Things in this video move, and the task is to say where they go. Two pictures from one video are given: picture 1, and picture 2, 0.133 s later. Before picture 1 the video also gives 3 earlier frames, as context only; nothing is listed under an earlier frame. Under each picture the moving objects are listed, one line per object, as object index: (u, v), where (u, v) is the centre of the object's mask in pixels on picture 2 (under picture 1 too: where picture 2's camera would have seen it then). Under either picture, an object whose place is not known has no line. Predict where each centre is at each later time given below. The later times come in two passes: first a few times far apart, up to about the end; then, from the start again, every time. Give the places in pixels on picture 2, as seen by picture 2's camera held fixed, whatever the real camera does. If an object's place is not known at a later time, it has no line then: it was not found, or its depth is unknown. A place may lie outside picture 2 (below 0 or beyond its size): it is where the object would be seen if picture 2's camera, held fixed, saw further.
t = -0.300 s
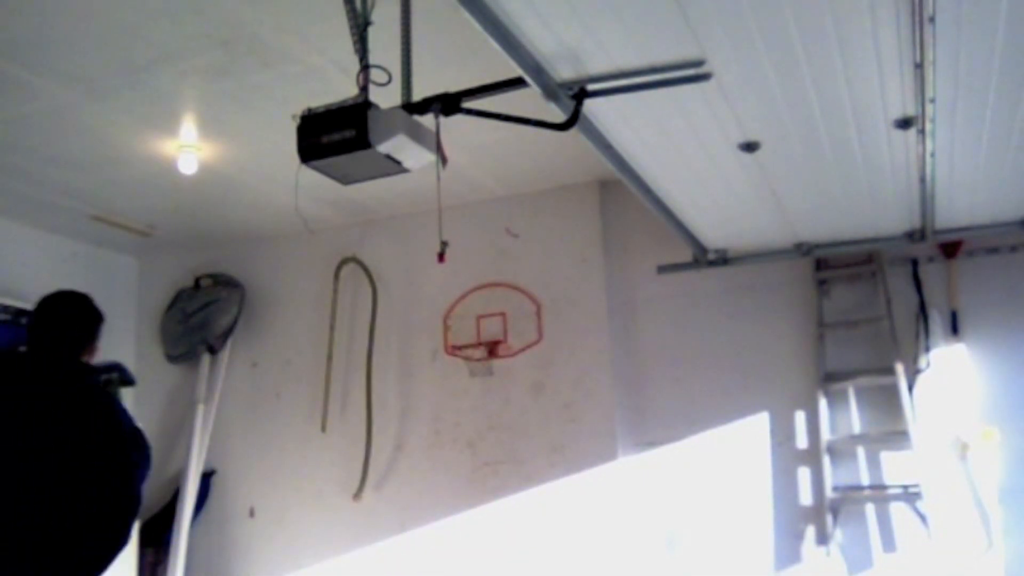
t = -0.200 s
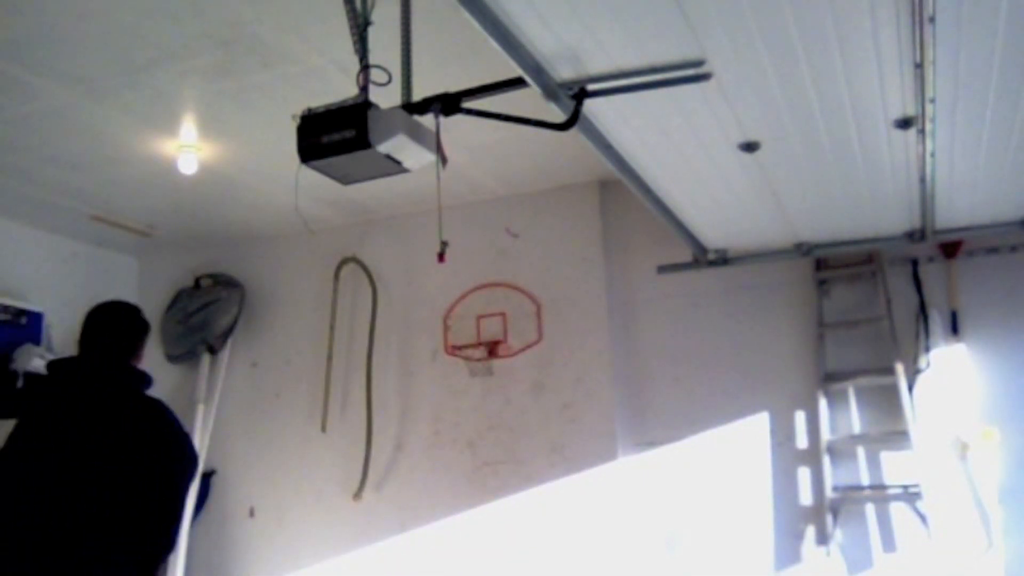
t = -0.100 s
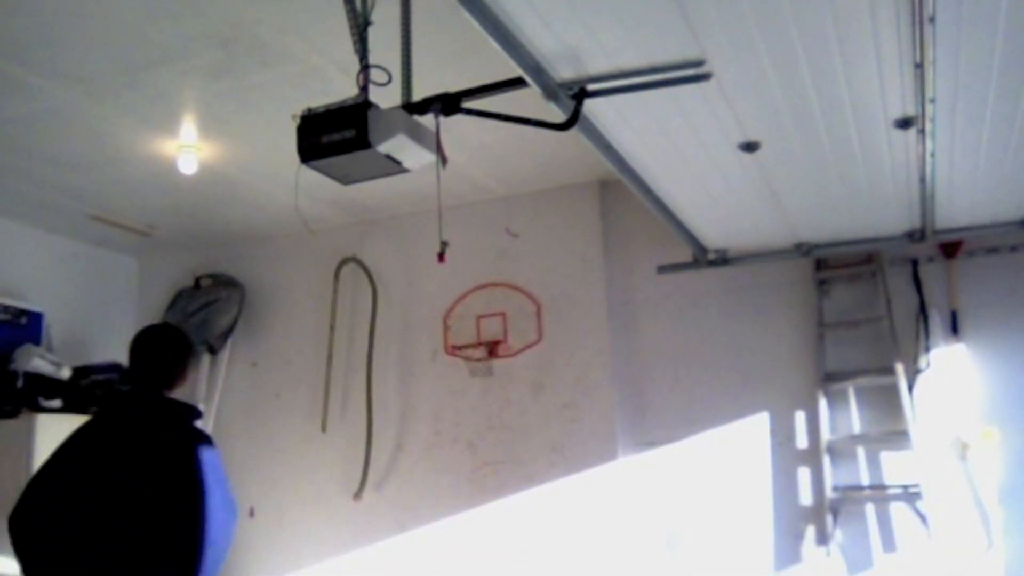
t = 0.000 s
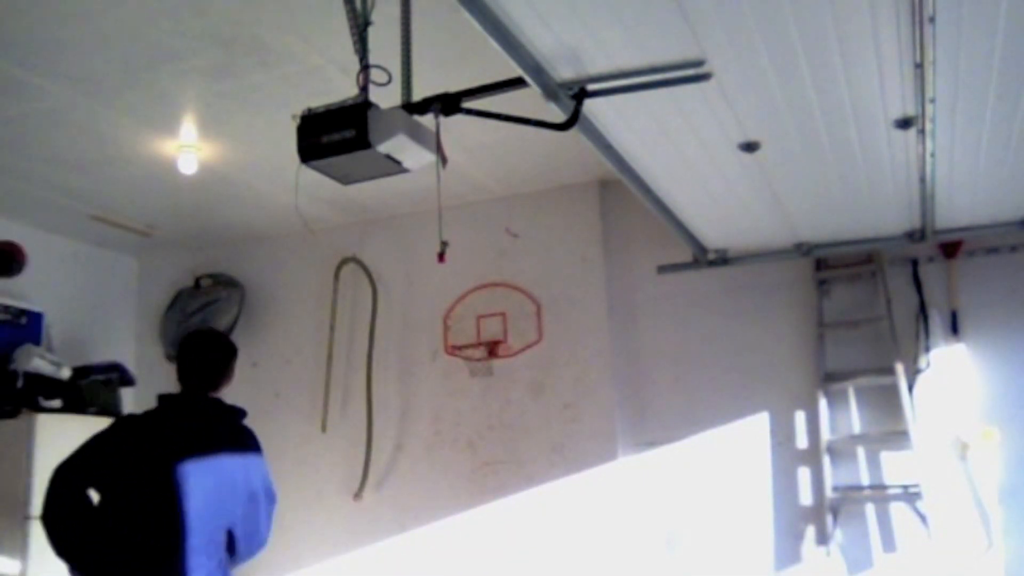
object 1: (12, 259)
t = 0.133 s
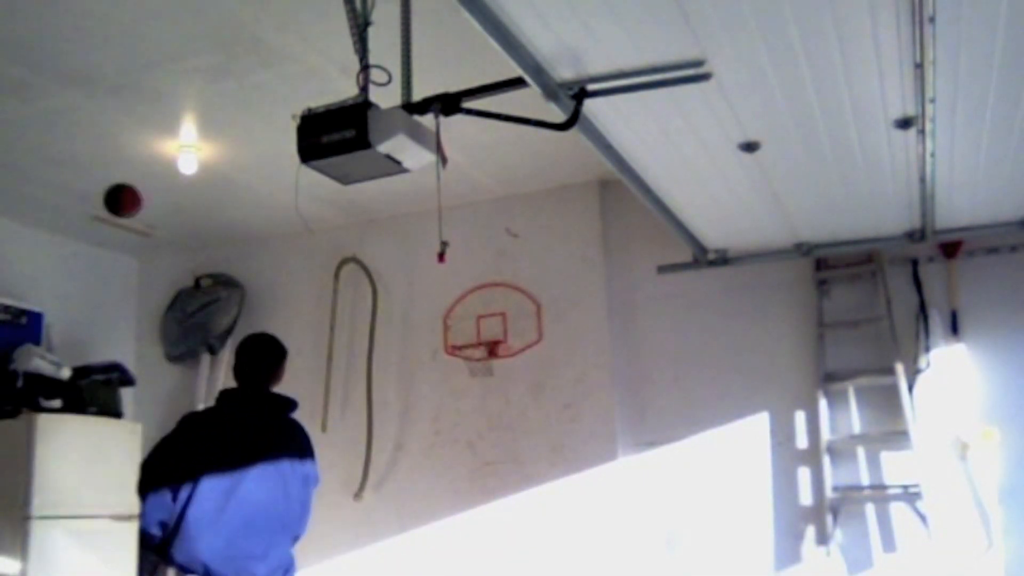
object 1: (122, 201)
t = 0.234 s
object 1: (198, 183)
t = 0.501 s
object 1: (363, 222)
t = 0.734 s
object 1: (477, 333)
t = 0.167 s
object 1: (148, 192)
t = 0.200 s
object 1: (174, 187)
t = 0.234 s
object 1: (198, 183)
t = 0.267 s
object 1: (221, 181)
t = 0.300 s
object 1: (243, 182)
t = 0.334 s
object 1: (265, 185)
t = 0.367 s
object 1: (285, 189)
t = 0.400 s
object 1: (306, 195)
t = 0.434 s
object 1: (325, 203)
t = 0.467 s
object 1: (344, 211)
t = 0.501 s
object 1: (363, 222)
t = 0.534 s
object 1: (380, 234)
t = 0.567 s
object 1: (398, 248)
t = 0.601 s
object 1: (414, 262)
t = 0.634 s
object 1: (431, 279)
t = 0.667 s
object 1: (447, 296)
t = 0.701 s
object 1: (462, 315)
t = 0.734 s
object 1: (477, 333)
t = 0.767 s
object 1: (472, 324)
